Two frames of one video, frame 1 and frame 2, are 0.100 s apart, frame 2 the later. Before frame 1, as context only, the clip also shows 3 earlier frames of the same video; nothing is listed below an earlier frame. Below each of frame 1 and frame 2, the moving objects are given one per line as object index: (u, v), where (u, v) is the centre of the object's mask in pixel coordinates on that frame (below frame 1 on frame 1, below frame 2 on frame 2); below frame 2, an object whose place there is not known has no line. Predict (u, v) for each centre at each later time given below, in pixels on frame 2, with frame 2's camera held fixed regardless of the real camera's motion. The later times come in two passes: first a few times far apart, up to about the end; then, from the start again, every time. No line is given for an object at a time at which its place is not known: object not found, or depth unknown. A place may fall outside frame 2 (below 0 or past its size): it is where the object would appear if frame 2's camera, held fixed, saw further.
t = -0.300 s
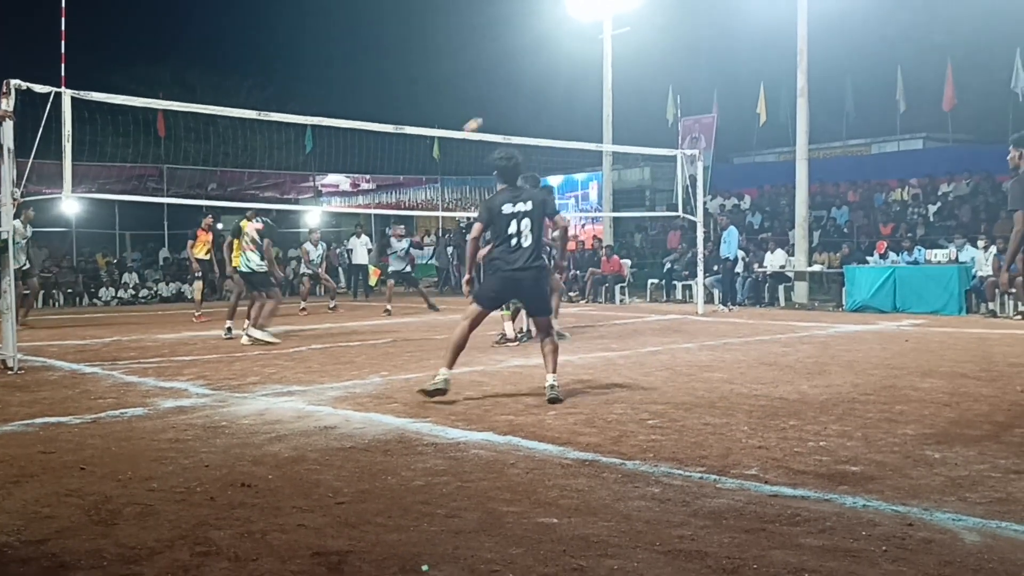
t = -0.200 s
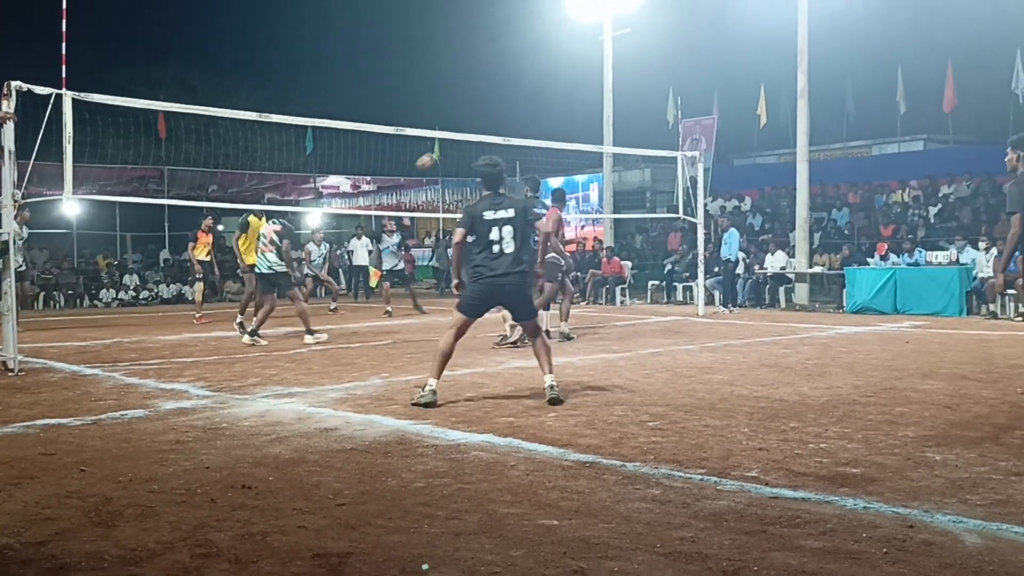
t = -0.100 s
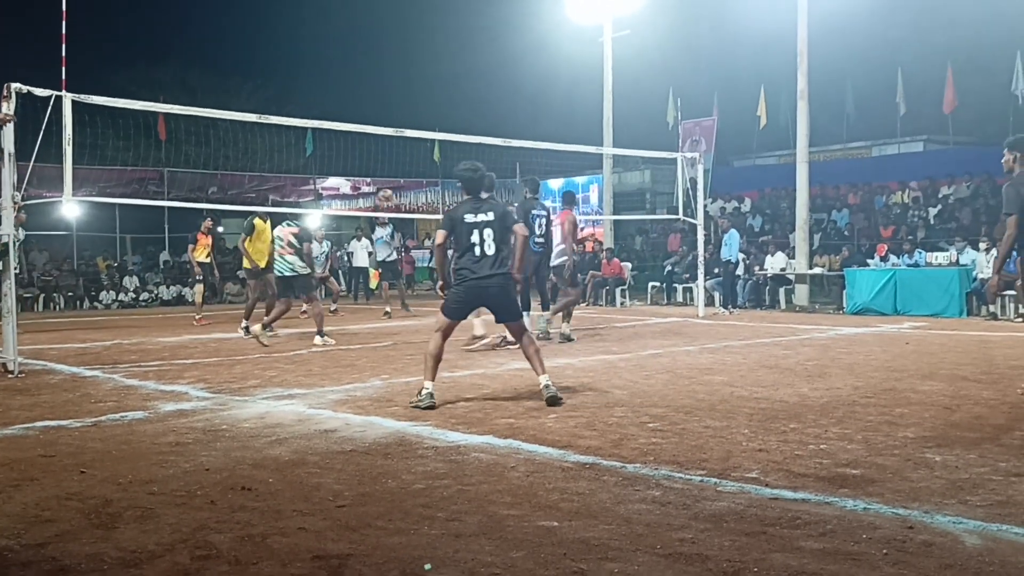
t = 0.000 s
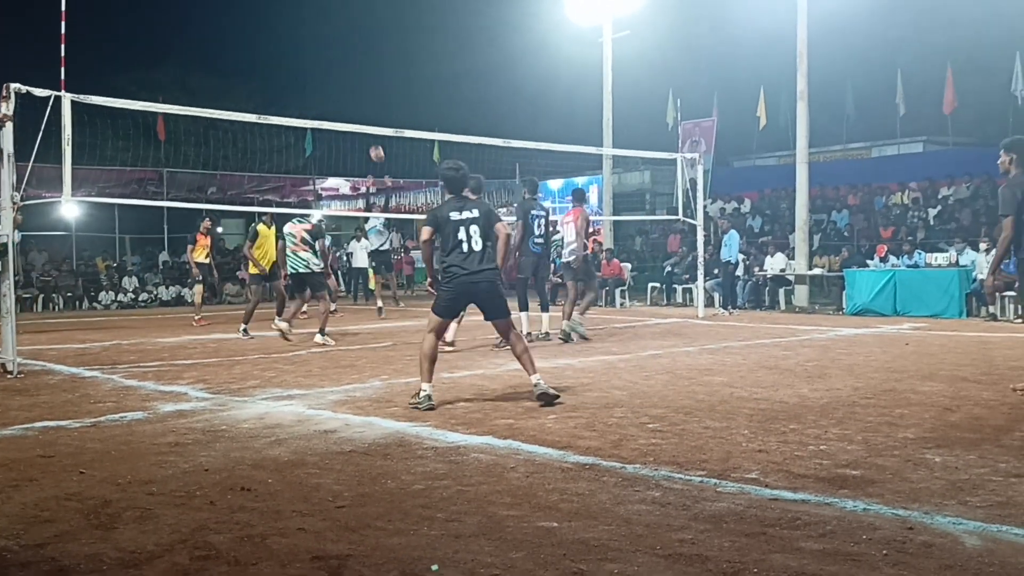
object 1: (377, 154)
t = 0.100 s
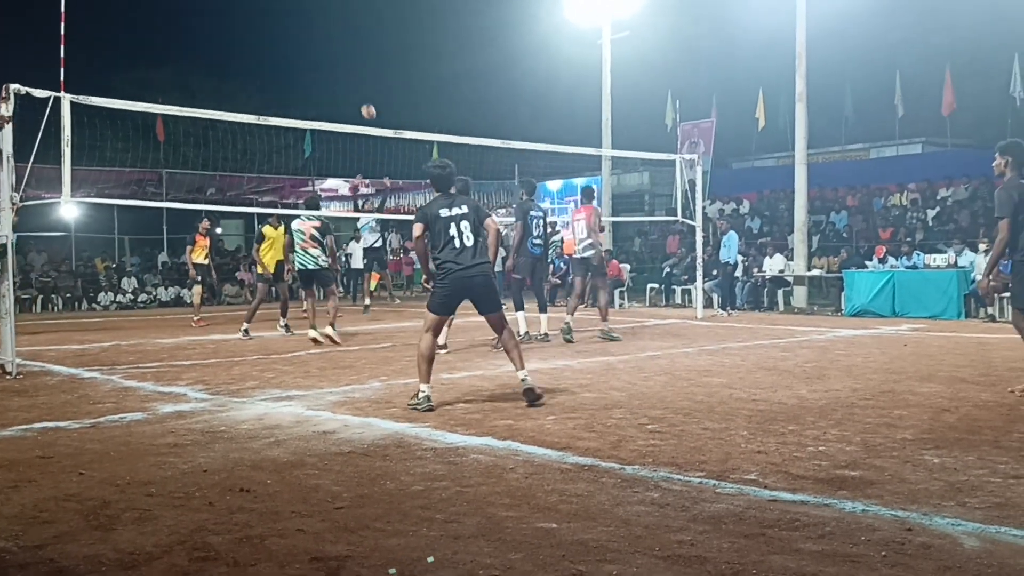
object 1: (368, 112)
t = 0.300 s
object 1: (353, 43)
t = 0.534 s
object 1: (336, -9)
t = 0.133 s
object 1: (366, 99)
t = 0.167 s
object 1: (363, 87)
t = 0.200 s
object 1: (361, 75)
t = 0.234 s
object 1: (358, 63)
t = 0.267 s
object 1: (356, 53)
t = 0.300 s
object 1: (353, 43)
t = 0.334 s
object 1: (351, 33)
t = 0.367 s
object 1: (348, 25)
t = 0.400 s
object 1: (345, 16)
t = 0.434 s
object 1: (343, 8)
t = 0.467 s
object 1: (341, 2)
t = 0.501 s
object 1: (338, -5)
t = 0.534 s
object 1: (336, -9)
